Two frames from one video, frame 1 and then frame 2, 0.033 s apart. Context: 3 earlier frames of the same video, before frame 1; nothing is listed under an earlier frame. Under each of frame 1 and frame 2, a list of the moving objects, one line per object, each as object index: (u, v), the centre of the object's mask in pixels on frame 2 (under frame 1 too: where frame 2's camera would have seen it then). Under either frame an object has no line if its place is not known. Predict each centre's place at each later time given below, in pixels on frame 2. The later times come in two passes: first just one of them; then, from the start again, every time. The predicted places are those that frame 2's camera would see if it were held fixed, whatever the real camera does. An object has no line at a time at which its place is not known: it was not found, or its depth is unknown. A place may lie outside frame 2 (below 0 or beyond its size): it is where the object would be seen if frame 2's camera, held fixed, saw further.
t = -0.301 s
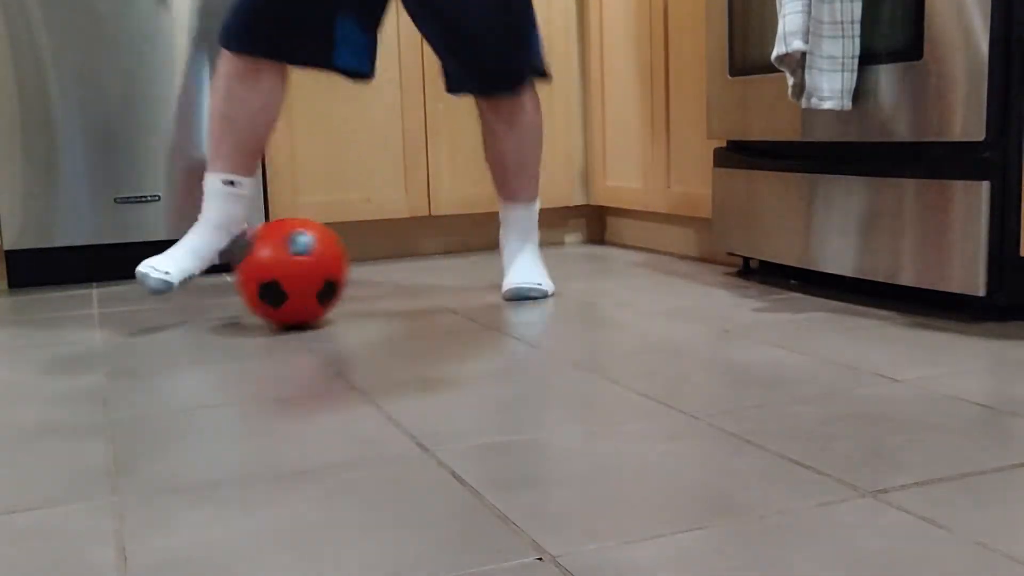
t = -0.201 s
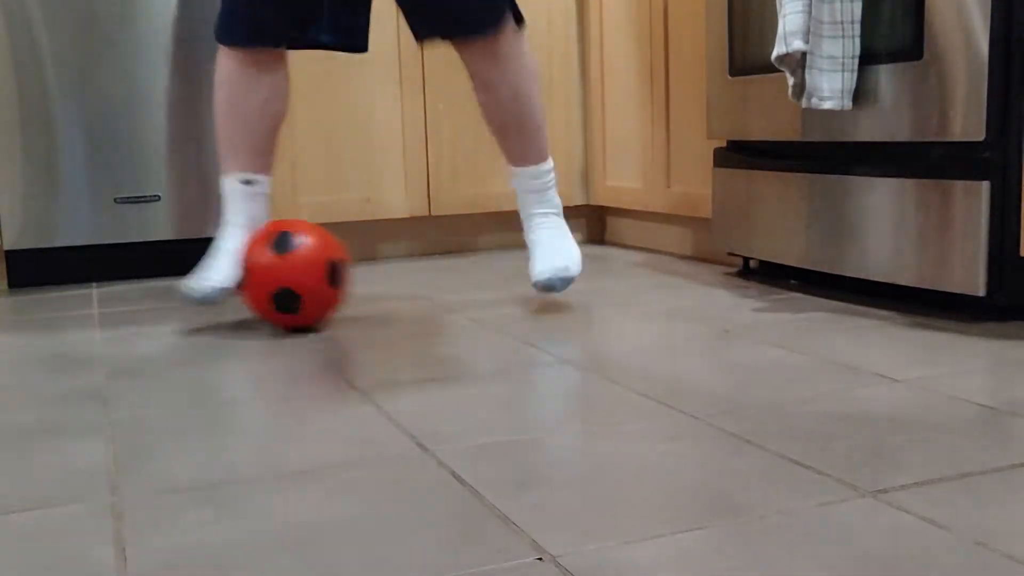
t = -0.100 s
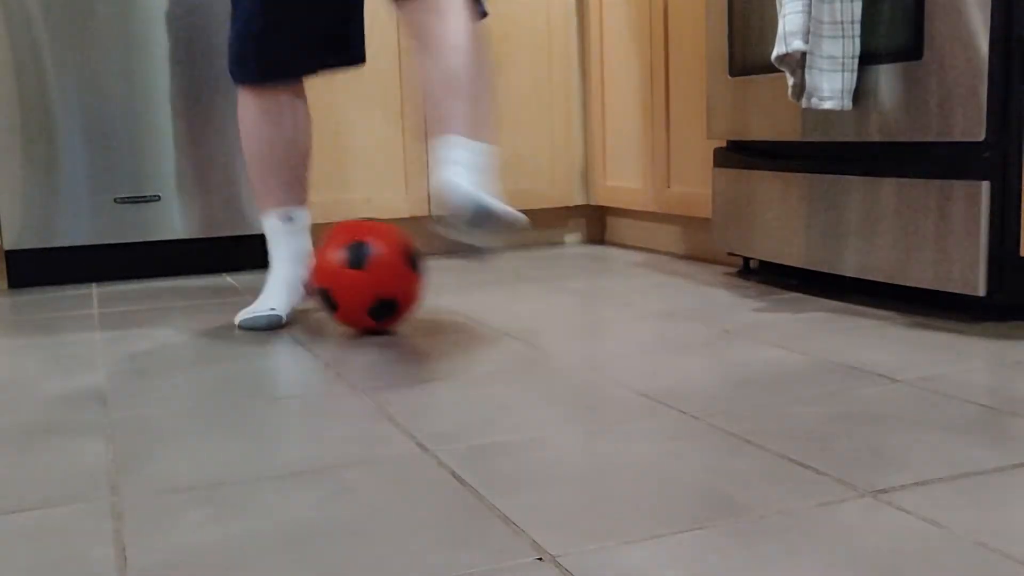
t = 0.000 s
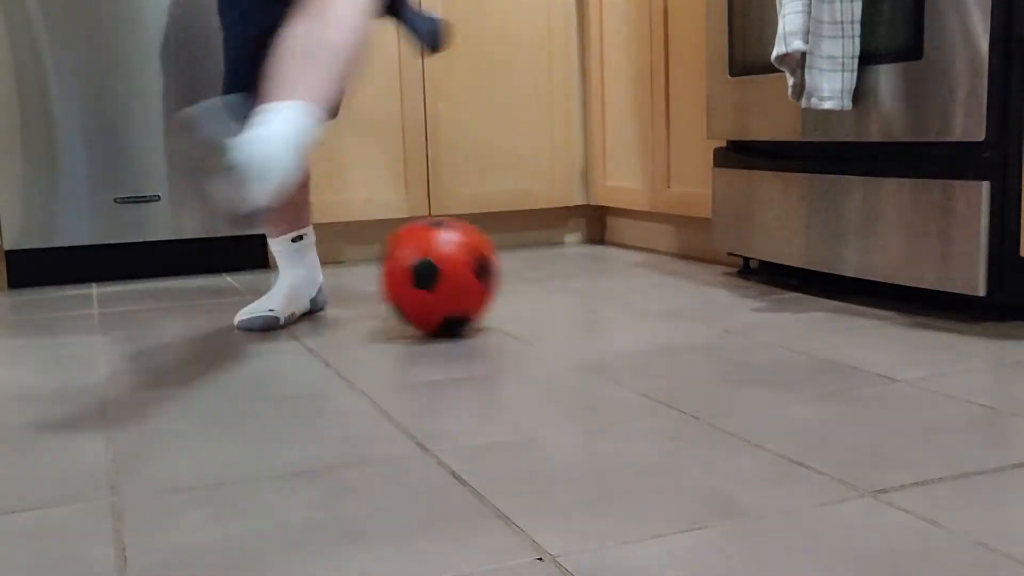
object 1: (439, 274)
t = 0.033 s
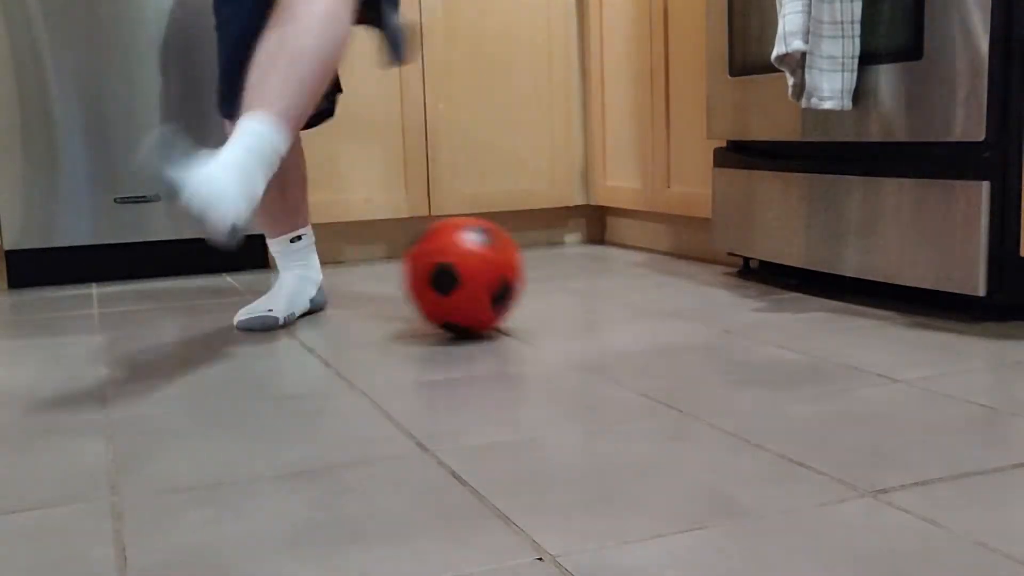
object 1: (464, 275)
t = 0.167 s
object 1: (561, 276)
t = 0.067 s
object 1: (488, 275)
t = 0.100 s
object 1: (512, 275)
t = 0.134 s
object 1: (536, 275)
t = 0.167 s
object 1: (561, 276)
